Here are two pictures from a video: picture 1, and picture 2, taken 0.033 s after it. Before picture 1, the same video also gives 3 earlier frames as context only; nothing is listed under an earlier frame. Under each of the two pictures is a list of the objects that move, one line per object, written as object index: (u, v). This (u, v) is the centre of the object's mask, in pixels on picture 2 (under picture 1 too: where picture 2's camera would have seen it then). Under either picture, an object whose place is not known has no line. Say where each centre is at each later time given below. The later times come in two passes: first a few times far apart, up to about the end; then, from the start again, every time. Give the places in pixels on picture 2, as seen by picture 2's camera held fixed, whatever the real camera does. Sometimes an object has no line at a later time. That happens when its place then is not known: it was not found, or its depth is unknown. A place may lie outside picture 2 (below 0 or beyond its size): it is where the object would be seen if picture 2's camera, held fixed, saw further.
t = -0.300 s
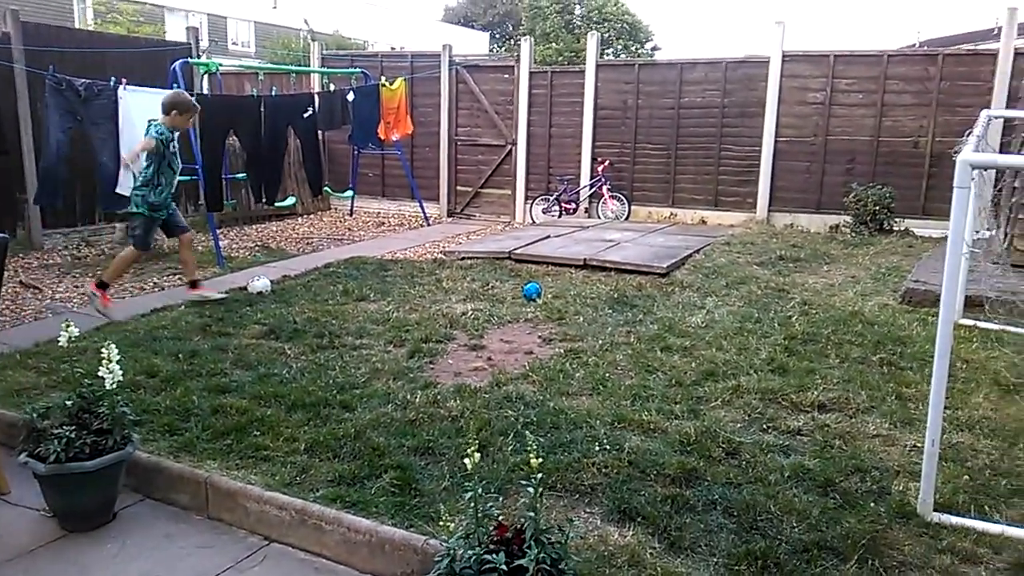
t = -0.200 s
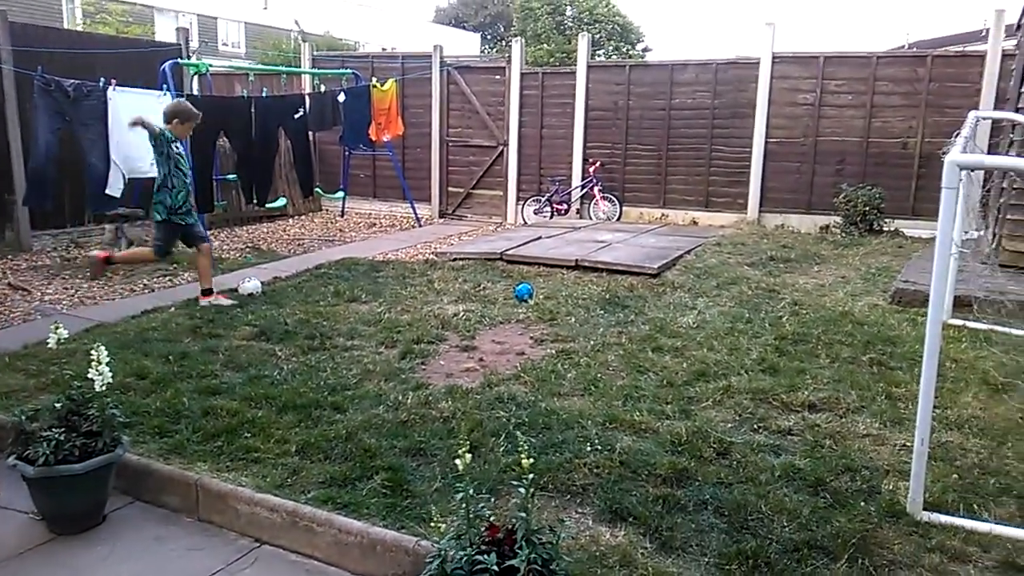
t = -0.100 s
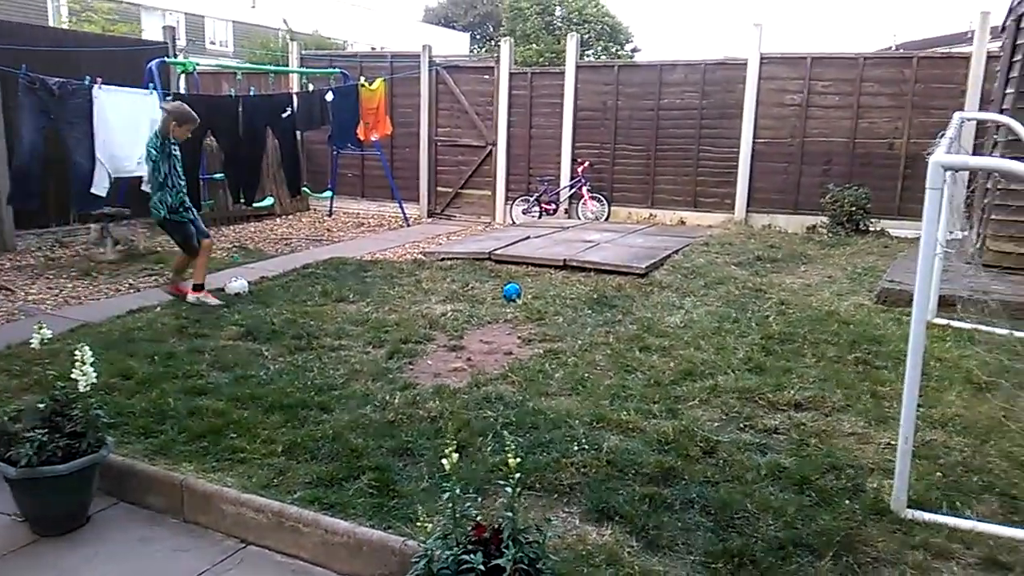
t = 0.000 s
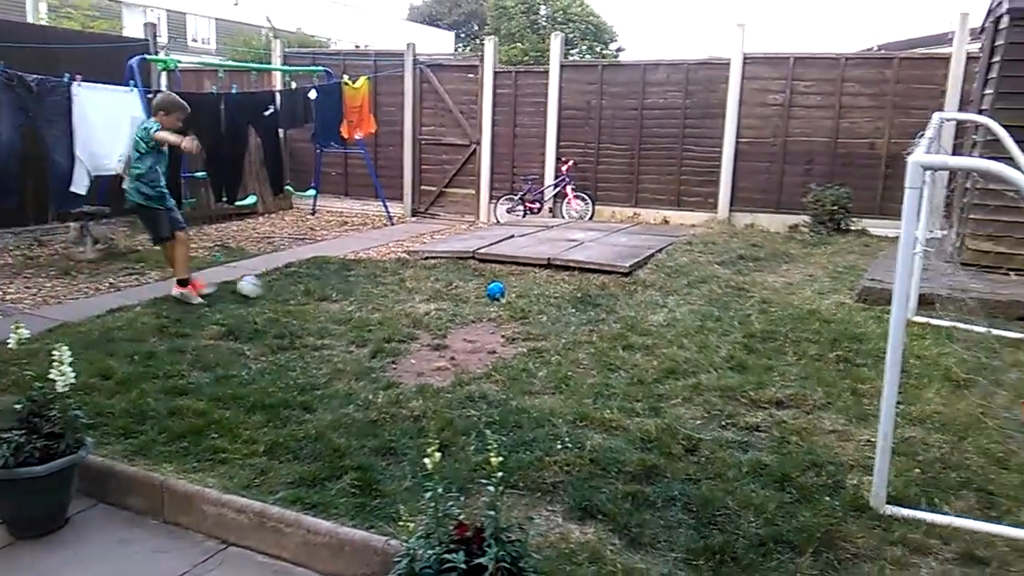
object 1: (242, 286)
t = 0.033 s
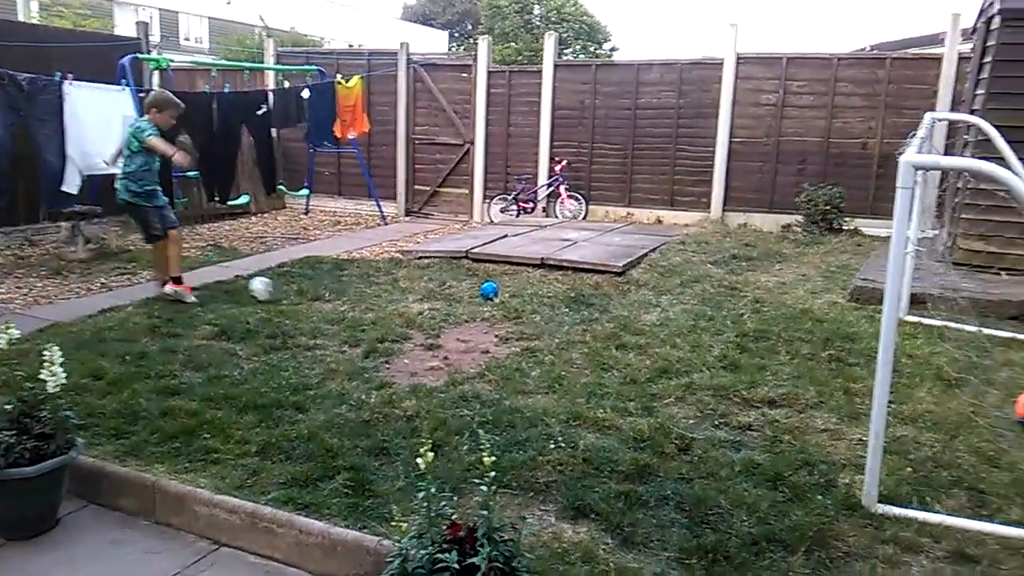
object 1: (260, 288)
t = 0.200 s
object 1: (359, 314)
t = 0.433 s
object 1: (455, 341)
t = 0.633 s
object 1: (544, 357)
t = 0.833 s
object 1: (635, 384)
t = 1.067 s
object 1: (745, 417)
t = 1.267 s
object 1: (836, 445)
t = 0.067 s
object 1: (281, 291)
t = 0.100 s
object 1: (302, 297)
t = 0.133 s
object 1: (323, 304)
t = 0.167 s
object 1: (342, 312)
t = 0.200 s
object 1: (359, 314)
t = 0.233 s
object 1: (370, 312)
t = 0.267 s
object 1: (383, 312)
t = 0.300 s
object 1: (397, 313)
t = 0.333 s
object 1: (412, 317)
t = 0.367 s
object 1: (426, 325)
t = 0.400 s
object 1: (440, 332)
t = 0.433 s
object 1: (455, 341)
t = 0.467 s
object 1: (471, 339)
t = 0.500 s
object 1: (484, 339)
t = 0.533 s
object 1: (498, 340)
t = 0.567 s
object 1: (514, 344)
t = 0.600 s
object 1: (529, 350)
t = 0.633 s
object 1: (544, 357)
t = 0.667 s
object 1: (558, 360)
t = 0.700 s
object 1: (573, 360)
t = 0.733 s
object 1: (589, 364)
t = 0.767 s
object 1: (604, 369)
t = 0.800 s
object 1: (620, 376)
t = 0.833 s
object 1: (635, 384)
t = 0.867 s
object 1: (651, 389)
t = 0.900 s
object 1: (667, 393)
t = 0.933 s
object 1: (682, 398)
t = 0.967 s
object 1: (698, 403)
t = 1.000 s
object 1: (715, 409)
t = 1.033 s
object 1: (729, 413)
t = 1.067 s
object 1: (745, 417)
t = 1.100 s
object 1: (762, 426)
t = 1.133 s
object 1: (777, 433)
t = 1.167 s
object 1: (792, 434)
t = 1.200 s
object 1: (807, 437)
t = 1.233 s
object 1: (823, 441)
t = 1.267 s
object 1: (836, 445)
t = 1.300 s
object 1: (850, 452)
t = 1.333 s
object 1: (856, 462)
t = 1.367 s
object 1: (893, 475)
